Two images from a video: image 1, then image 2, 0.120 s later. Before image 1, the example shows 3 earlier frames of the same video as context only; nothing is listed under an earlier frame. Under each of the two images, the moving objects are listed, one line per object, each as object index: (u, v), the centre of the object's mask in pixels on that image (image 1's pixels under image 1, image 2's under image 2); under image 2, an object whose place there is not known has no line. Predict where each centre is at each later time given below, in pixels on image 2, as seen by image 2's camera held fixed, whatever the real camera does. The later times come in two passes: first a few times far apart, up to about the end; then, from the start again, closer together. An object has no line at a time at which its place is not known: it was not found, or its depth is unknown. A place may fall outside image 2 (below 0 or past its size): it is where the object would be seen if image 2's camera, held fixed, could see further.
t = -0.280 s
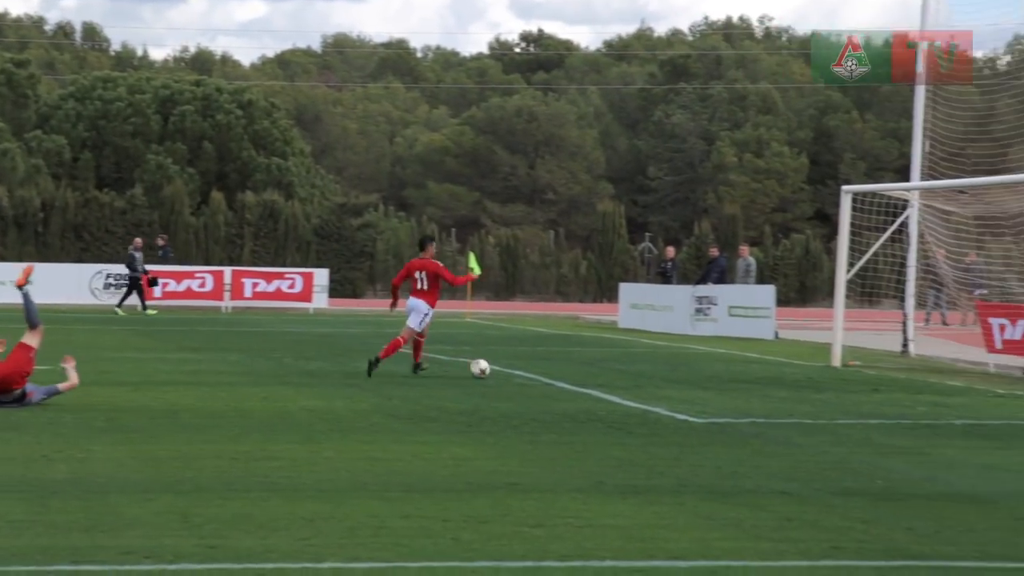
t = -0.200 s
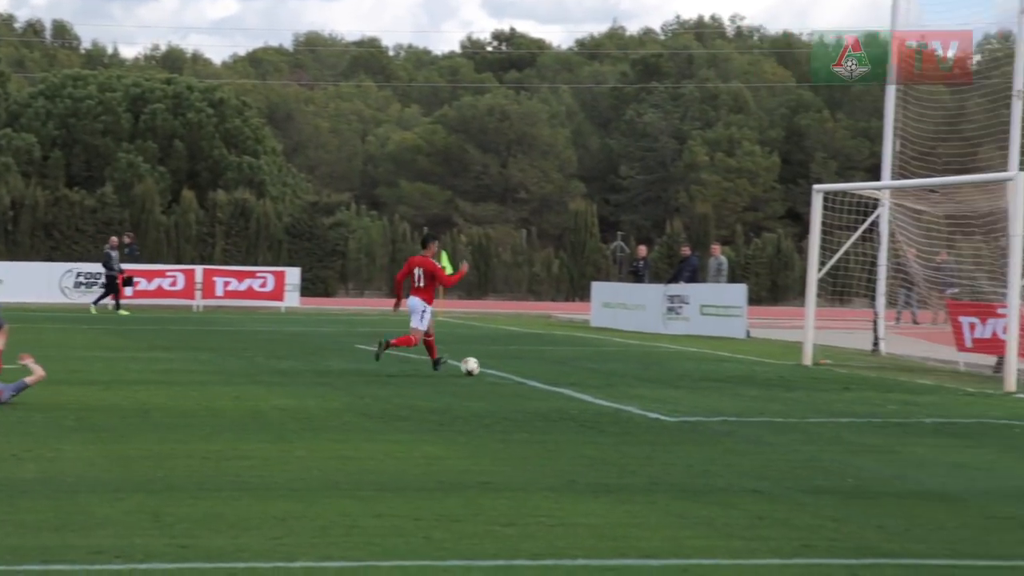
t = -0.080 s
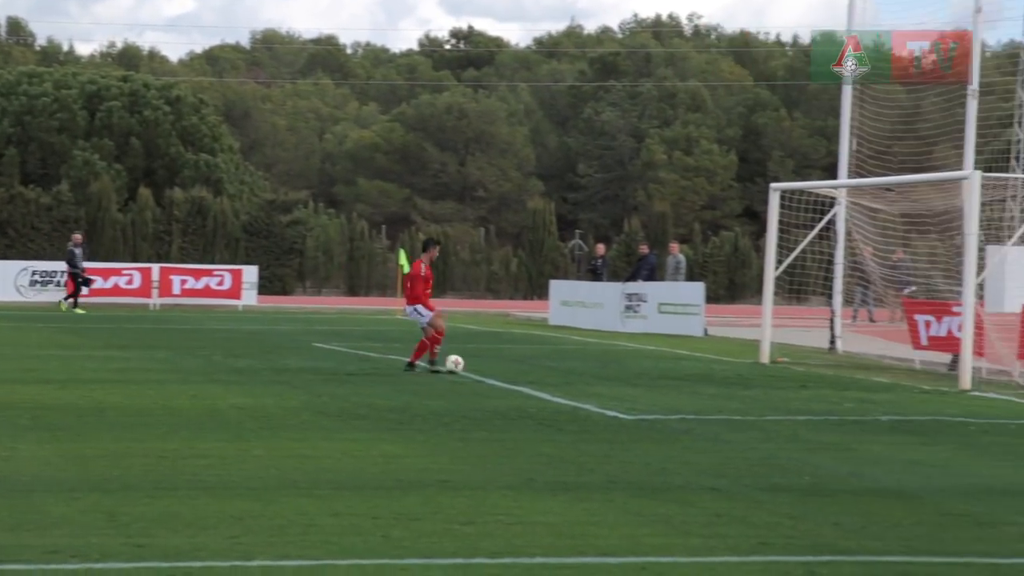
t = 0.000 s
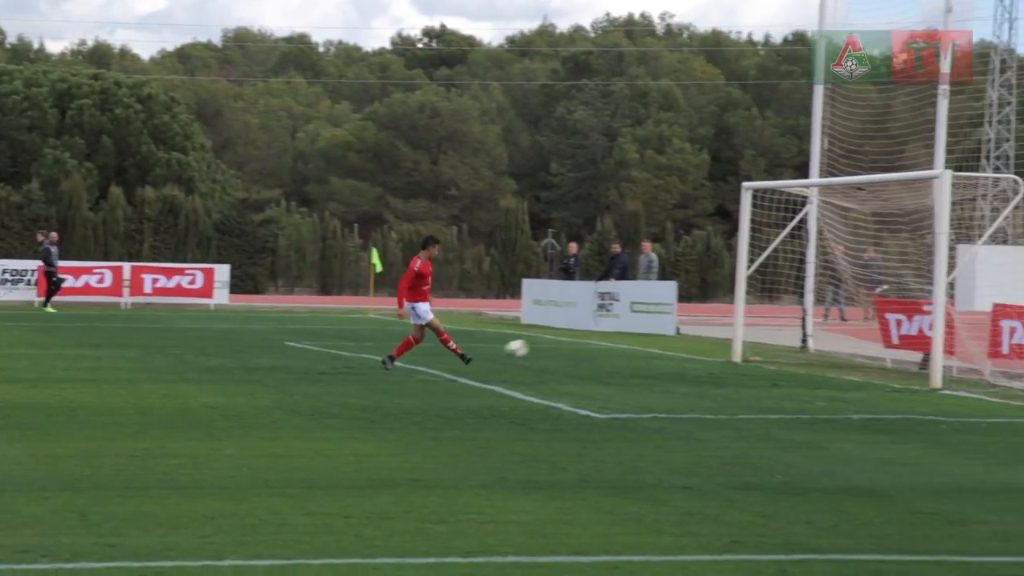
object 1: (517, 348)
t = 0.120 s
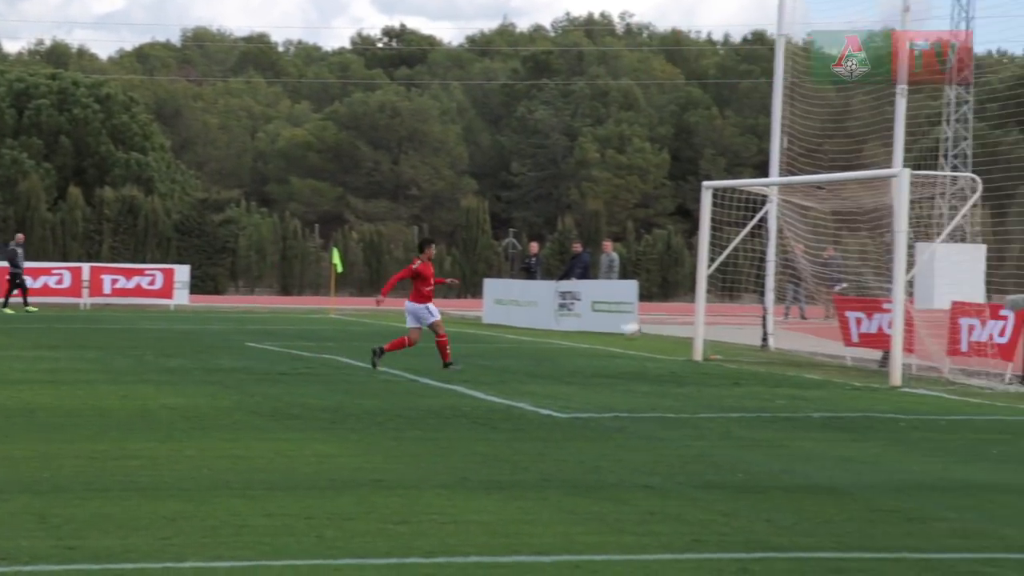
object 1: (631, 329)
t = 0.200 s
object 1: (727, 324)
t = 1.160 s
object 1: (876, 360)
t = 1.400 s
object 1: (827, 355)
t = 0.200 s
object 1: (727, 324)
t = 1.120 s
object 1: (886, 356)
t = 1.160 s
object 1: (876, 360)
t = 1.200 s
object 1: (865, 367)
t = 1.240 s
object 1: (857, 372)
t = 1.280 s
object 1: (848, 365)
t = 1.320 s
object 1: (841, 361)
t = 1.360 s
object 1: (833, 356)
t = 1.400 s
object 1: (827, 355)
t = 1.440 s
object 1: (820, 352)
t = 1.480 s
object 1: (812, 353)
